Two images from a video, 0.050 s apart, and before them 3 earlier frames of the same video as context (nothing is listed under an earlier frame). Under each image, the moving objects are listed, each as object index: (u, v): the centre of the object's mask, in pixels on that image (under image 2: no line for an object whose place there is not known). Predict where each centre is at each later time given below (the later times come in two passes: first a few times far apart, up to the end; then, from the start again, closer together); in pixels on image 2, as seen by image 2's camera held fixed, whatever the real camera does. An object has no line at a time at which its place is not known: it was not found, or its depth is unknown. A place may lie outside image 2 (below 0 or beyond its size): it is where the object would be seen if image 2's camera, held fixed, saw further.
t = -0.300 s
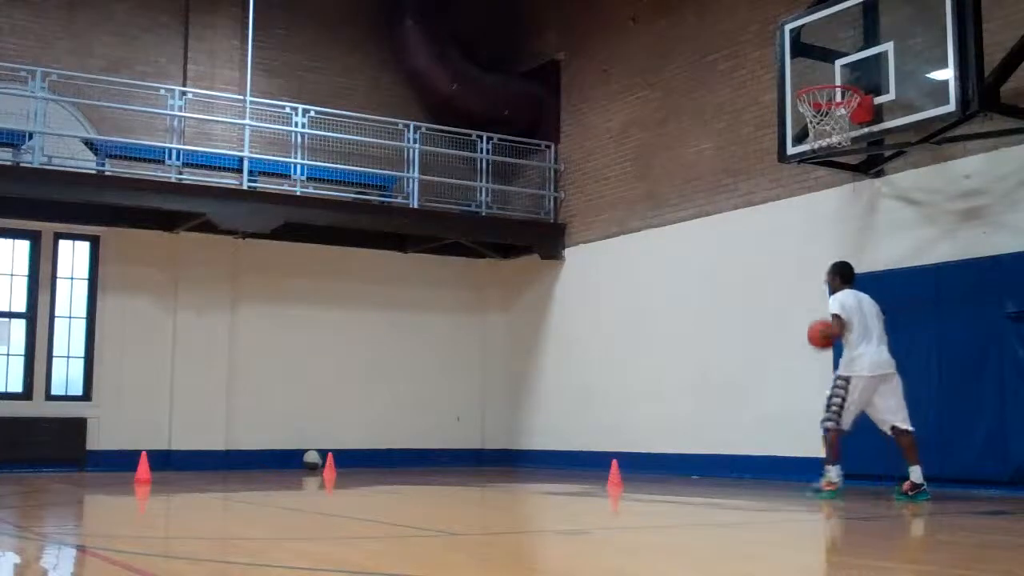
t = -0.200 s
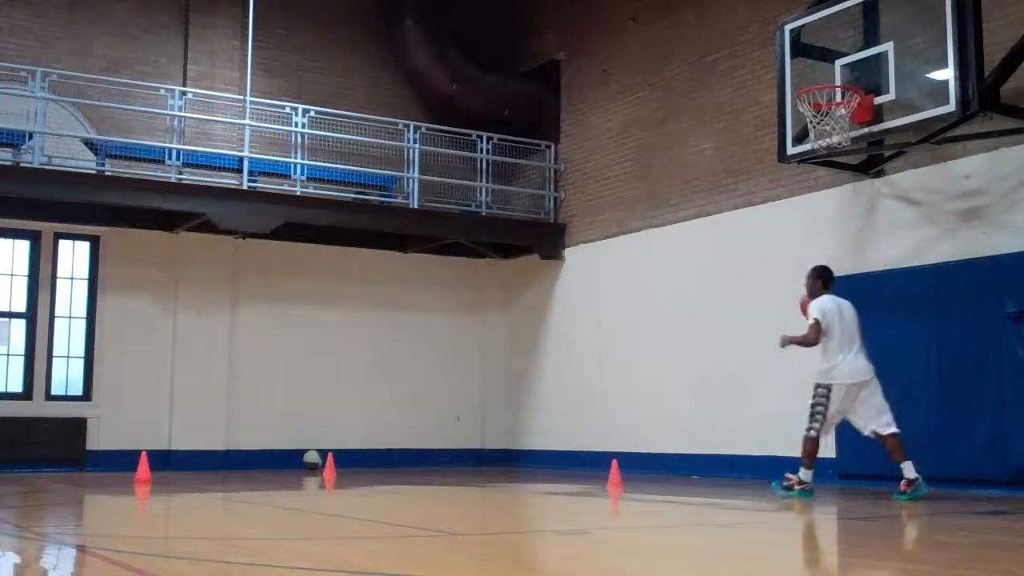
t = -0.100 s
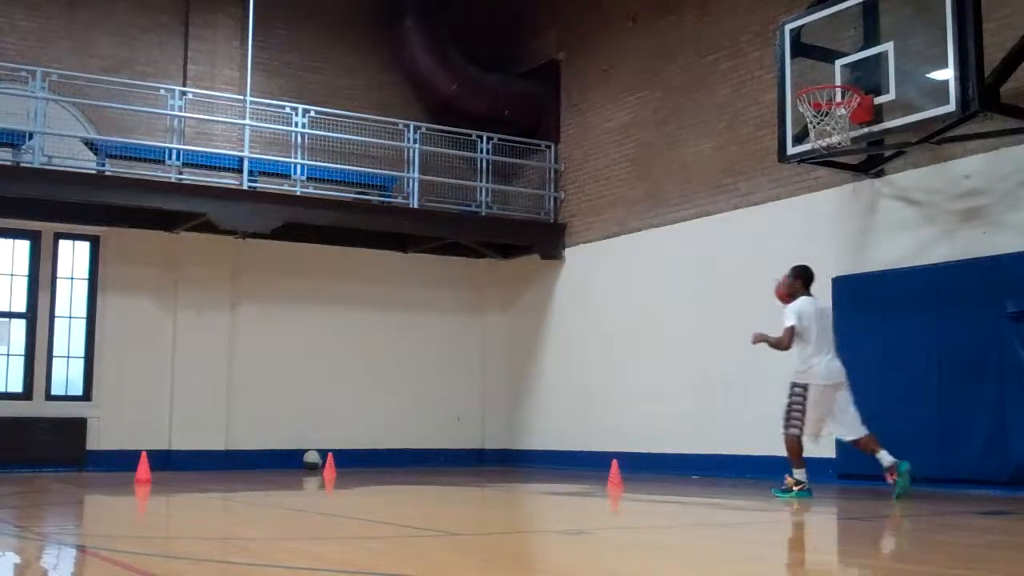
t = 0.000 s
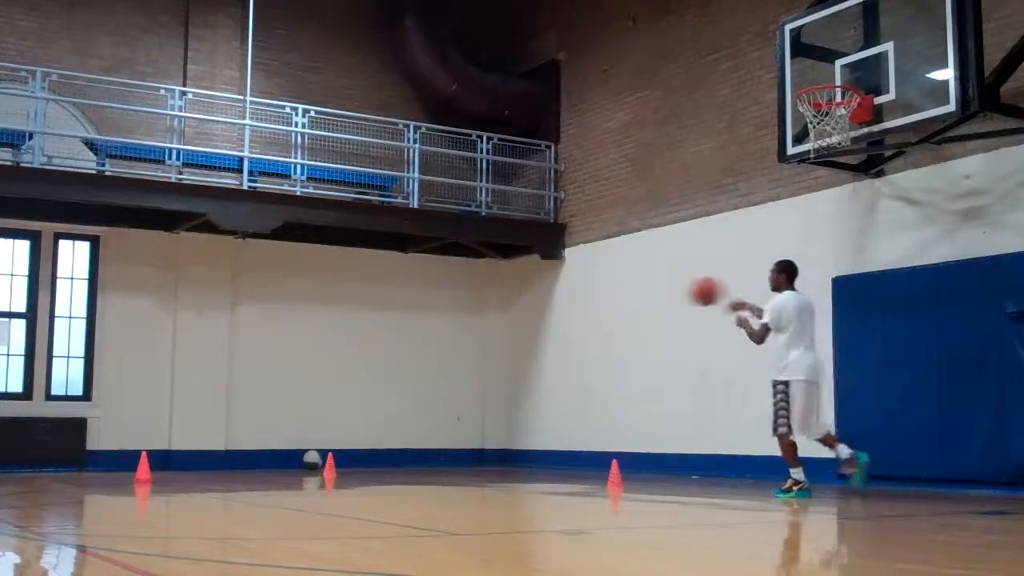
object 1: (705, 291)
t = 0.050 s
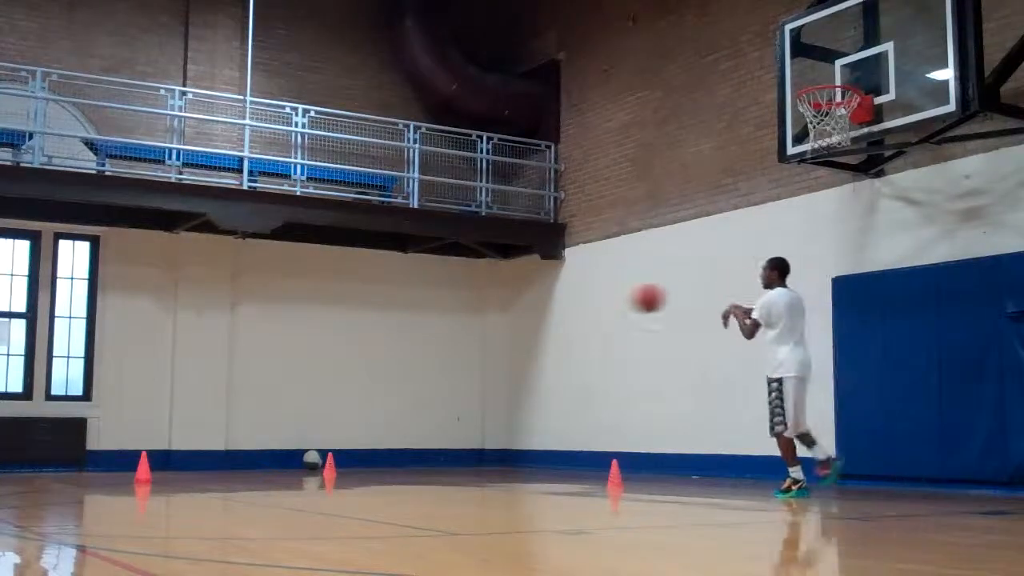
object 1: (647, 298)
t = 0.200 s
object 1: (481, 337)
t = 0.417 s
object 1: (253, 435)
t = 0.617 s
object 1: (123, 417)
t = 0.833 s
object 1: (29, 370)
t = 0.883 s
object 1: (9, 368)
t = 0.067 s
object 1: (628, 301)
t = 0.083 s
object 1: (610, 304)
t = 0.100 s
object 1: (591, 308)
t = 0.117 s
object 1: (573, 312)
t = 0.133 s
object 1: (554, 318)
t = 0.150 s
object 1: (536, 320)
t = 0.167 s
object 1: (516, 327)
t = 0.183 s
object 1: (498, 332)
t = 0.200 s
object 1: (481, 337)
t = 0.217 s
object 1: (464, 344)
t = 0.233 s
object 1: (446, 349)
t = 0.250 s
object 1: (429, 356)
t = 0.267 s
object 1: (410, 361)
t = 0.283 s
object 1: (392, 370)
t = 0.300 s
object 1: (375, 376)
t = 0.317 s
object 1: (356, 384)
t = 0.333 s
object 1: (339, 392)
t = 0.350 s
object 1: (321, 401)
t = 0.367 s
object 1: (304, 409)
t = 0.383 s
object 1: (287, 417)
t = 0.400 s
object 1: (270, 426)
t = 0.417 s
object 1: (253, 435)
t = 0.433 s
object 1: (236, 446)
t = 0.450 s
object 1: (221, 453)
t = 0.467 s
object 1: (200, 463)
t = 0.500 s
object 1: (178, 468)
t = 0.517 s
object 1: (169, 460)
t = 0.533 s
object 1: (163, 451)
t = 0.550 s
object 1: (155, 445)
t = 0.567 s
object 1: (147, 436)
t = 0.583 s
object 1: (139, 429)
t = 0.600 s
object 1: (132, 423)
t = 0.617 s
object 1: (123, 417)
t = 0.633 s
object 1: (117, 411)
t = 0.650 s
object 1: (109, 406)
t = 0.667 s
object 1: (103, 401)
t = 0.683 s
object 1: (95, 396)
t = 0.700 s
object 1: (89, 393)
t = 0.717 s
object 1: (82, 388)
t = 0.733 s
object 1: (75, 385)
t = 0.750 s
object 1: (64, 382)
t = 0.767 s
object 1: (57, 378)
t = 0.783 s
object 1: (50, 376)
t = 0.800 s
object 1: (41, 374)
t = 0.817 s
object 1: (37, 372)
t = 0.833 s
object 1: (29, 370)
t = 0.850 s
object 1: (23, 369)
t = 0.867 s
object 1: (14, 368)
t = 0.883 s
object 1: (9, 368)
